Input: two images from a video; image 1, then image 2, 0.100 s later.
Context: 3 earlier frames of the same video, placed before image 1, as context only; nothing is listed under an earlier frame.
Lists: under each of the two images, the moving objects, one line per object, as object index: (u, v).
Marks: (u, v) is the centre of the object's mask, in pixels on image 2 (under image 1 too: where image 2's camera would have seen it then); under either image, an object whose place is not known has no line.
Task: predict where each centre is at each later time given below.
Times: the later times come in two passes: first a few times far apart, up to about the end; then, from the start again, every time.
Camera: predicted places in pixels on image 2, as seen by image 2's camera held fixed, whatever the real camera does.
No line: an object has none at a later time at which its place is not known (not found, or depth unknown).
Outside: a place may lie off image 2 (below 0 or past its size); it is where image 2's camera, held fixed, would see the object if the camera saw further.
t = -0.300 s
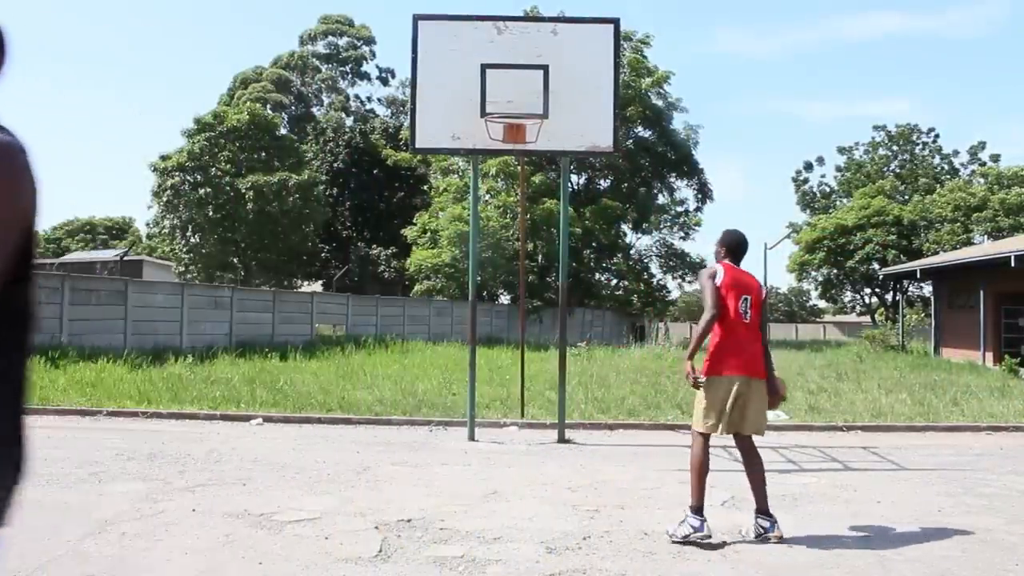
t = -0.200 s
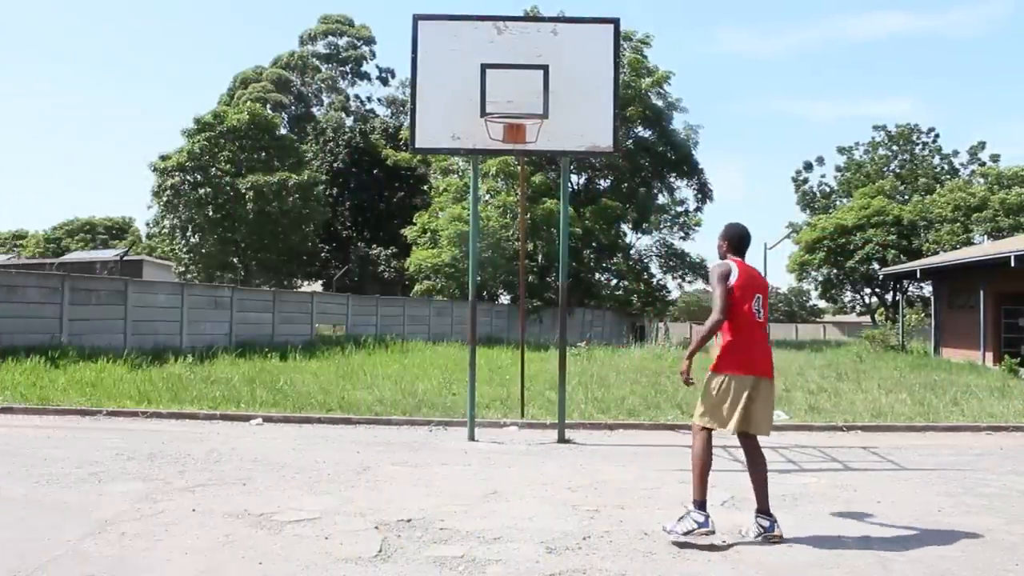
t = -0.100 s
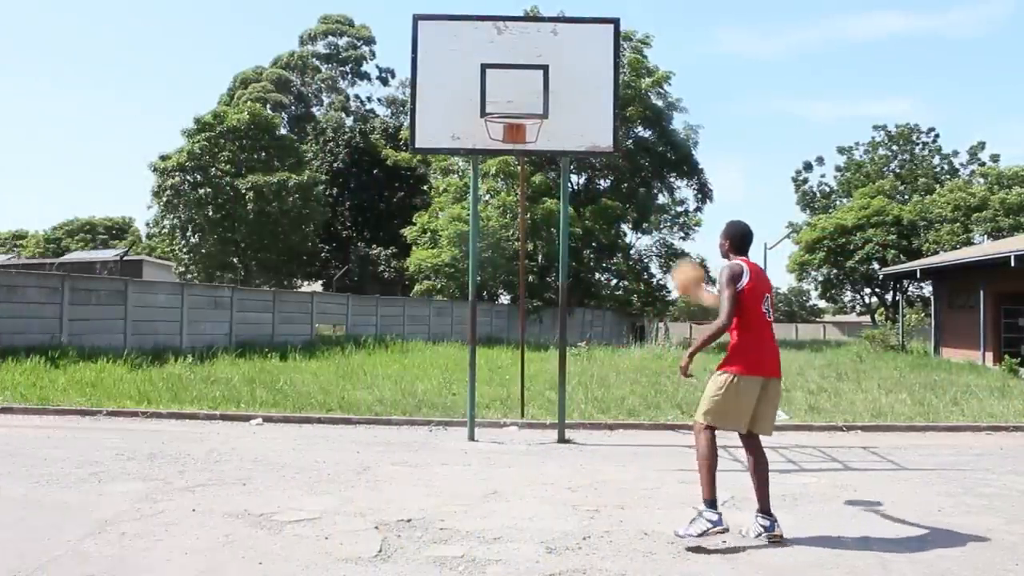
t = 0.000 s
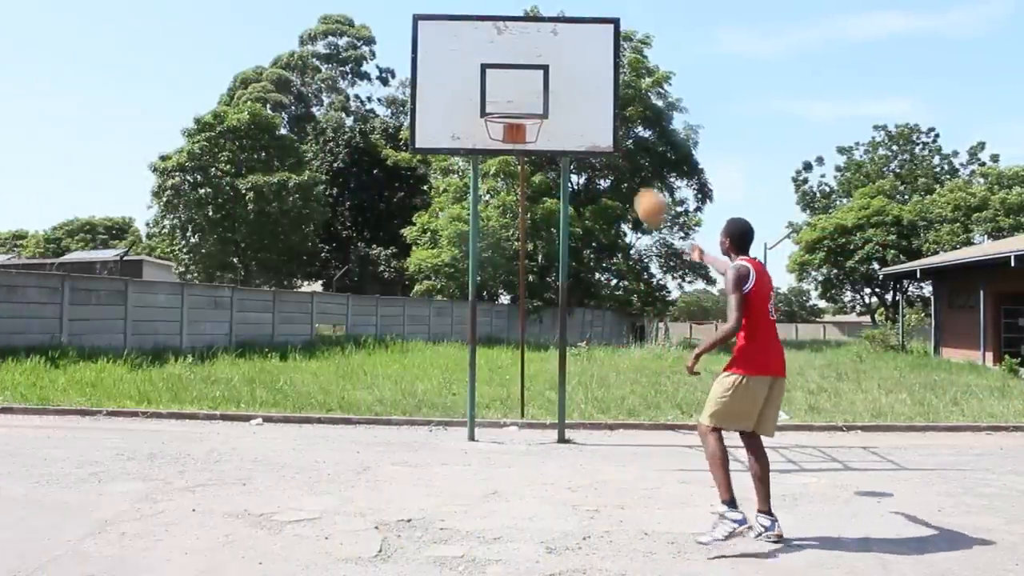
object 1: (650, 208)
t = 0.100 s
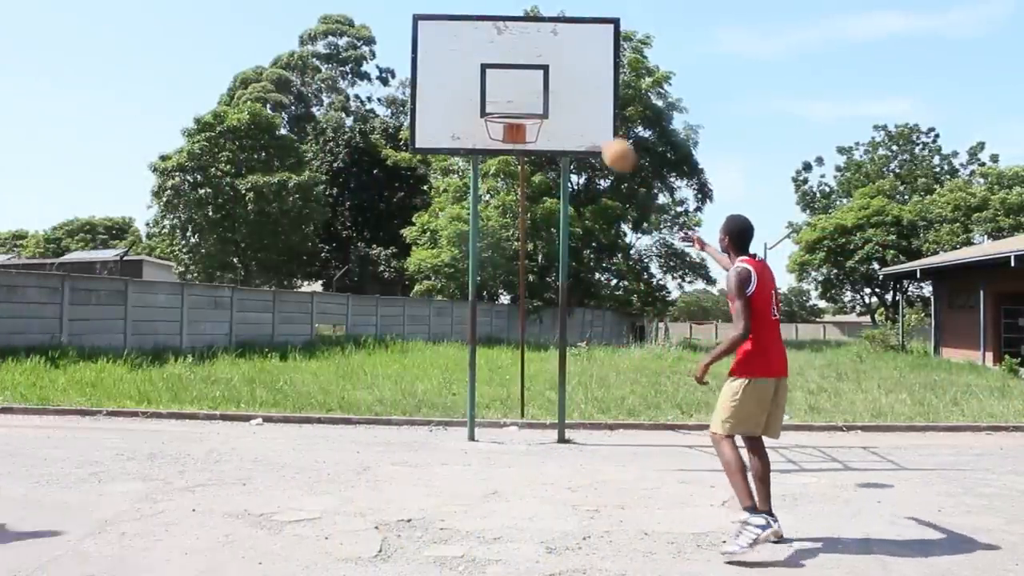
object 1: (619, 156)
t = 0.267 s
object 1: (570, 105)
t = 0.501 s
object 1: (534, 54)
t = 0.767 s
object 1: (484, 64)
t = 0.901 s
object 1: (452, 110)
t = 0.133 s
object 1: (610, 144)
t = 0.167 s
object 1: (598, 131)
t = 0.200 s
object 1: (588, 120)
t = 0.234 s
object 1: (578, 111)
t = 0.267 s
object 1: (570, 105)
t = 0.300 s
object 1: (563, 100)
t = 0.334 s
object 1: (557, 88)
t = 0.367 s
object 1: (553, 79)
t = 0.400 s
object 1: (548, 71)
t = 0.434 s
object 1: (543, 64)
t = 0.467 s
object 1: (538, 59)
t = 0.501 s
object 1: (534, 54)
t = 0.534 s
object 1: (528, 50)
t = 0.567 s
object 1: (522, 50)
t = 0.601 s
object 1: (516, 47)
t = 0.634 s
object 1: (510, 47)
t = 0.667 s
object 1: (504, 49)
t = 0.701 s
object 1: (498, 53)
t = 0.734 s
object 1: (491, 57)
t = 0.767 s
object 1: (484, 64)
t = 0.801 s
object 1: (477, 74)
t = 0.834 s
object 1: (469, 84)
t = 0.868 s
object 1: (461, 96)
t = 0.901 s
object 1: (452, 110)
